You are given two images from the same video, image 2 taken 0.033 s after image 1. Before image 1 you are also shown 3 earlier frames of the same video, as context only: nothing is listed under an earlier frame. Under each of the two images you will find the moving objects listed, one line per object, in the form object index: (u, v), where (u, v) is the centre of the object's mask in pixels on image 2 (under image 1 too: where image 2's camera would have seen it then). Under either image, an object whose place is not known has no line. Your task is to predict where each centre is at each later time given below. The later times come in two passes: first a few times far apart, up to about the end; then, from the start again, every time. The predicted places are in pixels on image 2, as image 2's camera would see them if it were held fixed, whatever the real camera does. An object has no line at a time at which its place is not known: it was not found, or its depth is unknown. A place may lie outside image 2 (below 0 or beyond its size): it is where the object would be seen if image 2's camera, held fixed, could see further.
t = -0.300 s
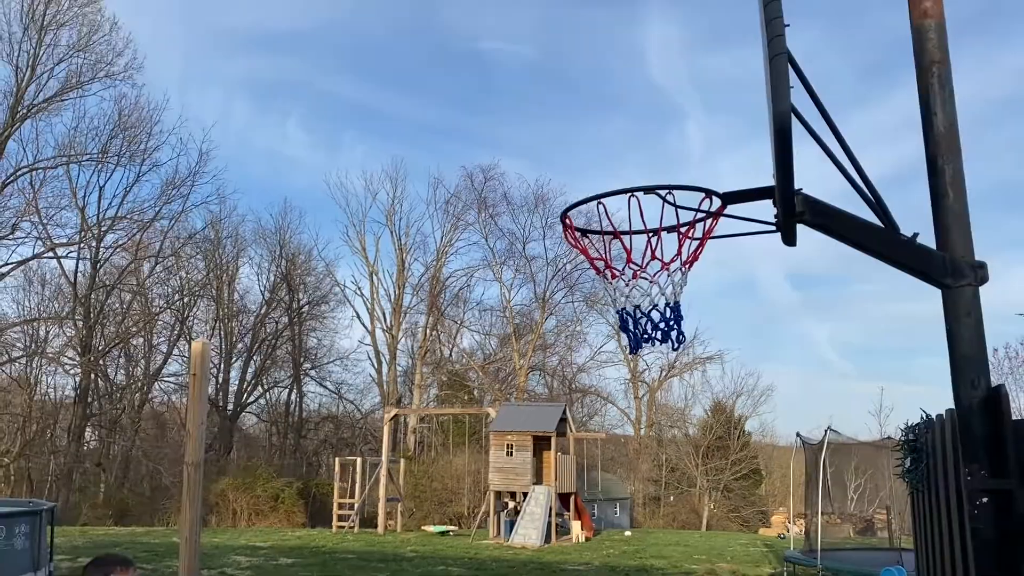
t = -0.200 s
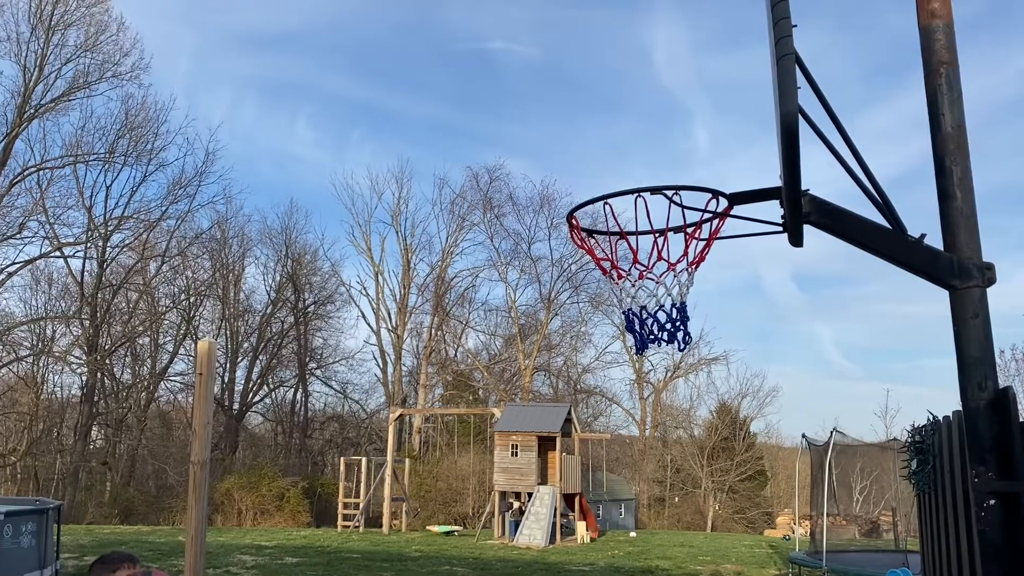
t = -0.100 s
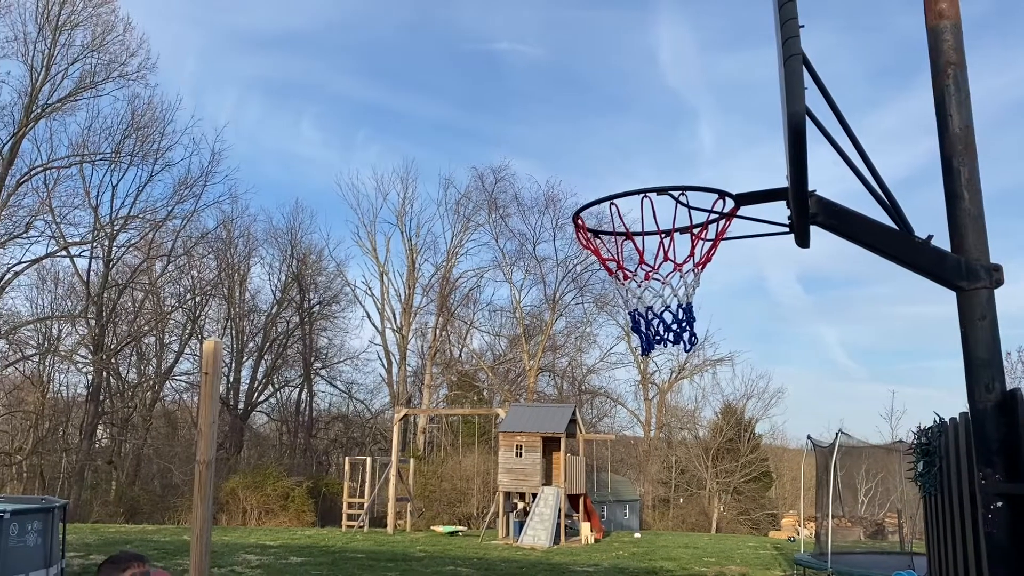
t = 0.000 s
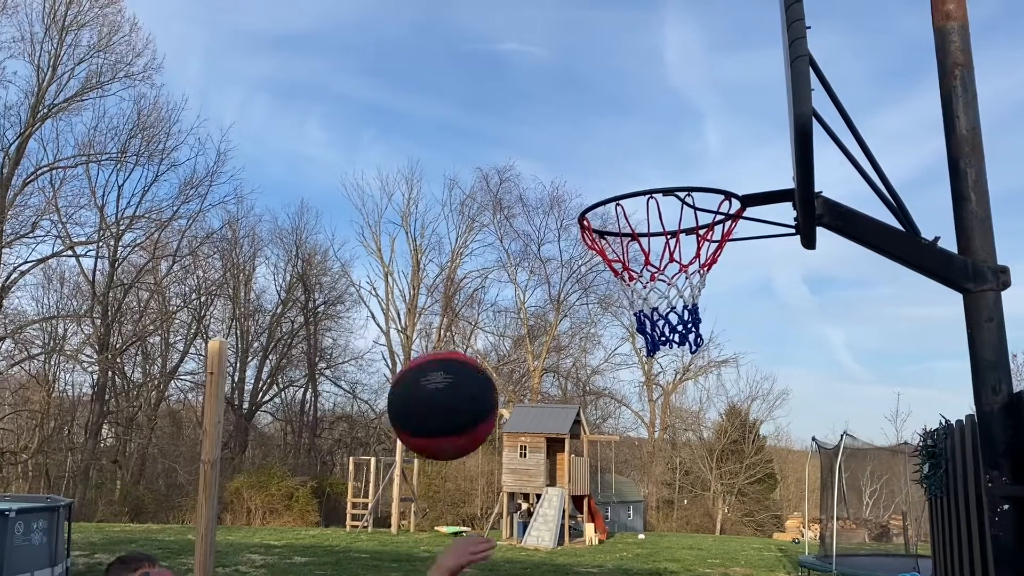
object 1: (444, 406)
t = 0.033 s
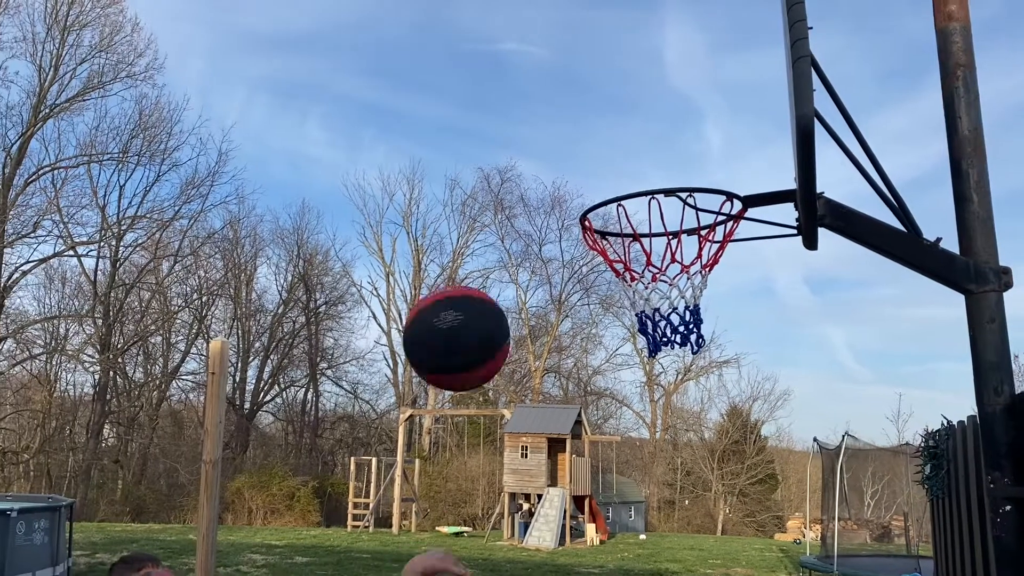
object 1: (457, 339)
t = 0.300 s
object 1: (534, 57)
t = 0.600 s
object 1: (599, 93)
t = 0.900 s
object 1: (657, 335)
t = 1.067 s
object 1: (694, 500)
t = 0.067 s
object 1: (468, 280)
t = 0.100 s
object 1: (479, 230)
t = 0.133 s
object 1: (489, 186)
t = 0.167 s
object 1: (499, 149)
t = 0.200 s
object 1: (509, 118)
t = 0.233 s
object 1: (518, 93)
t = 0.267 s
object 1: (526, 72)
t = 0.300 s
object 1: (534, 57)
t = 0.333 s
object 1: (542, 45)
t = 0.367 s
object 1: (550, 39)
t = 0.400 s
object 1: (557, 36)
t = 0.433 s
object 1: (565, 37)
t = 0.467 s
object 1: (572, 41)
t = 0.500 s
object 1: (579, 48)
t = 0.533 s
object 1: (586, 60)
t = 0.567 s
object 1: (592, 75)
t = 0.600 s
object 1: (599, 93)
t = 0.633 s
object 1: (605, 114)
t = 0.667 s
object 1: (611, 138)
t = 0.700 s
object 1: (617, 164)
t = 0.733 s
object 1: (623, 195)
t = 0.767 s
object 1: (630, 229)
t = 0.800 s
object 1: (636, 263)
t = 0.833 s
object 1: (642, 294)
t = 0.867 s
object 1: (651, 316)
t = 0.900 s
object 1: (657, 335)
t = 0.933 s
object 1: (663, 360)
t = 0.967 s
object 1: (671, 389)
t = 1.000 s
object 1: (679, 421)
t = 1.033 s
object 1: (686, 459)
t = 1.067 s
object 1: (694, 500)
